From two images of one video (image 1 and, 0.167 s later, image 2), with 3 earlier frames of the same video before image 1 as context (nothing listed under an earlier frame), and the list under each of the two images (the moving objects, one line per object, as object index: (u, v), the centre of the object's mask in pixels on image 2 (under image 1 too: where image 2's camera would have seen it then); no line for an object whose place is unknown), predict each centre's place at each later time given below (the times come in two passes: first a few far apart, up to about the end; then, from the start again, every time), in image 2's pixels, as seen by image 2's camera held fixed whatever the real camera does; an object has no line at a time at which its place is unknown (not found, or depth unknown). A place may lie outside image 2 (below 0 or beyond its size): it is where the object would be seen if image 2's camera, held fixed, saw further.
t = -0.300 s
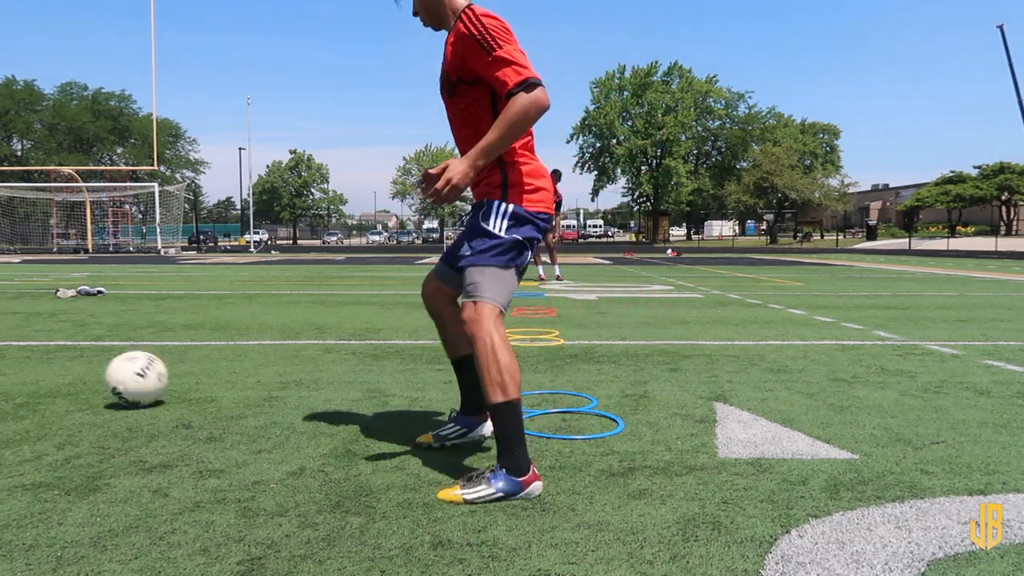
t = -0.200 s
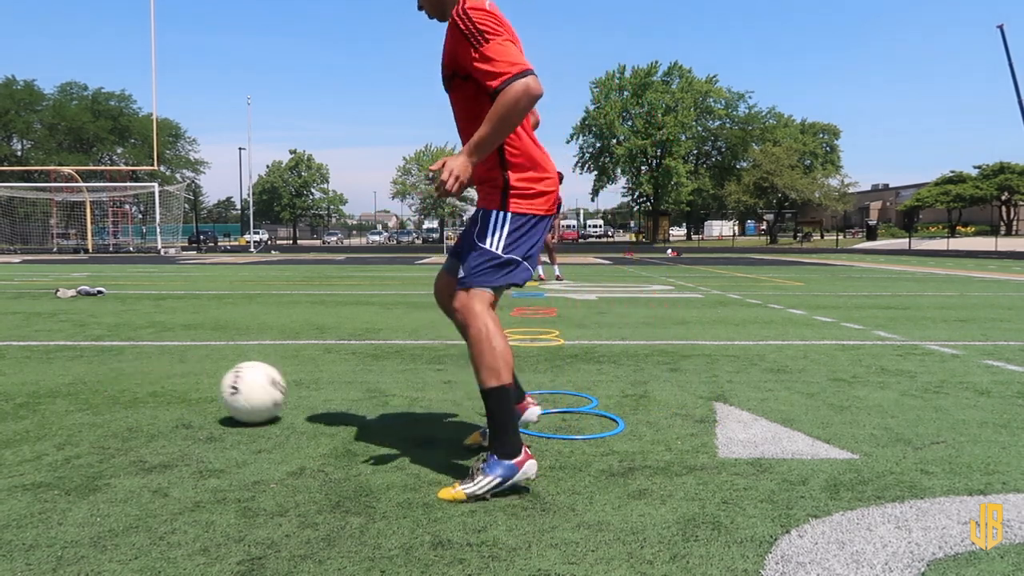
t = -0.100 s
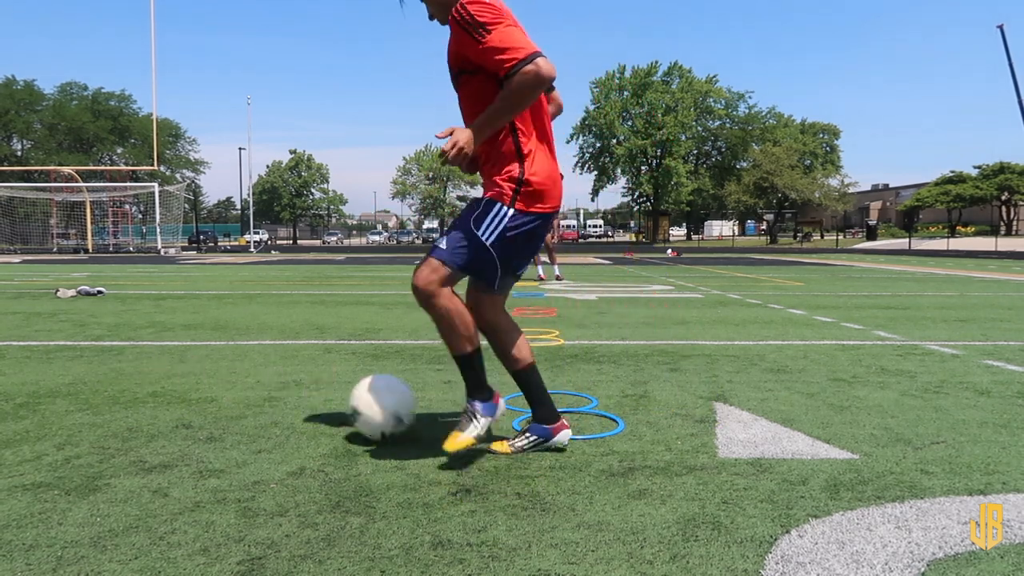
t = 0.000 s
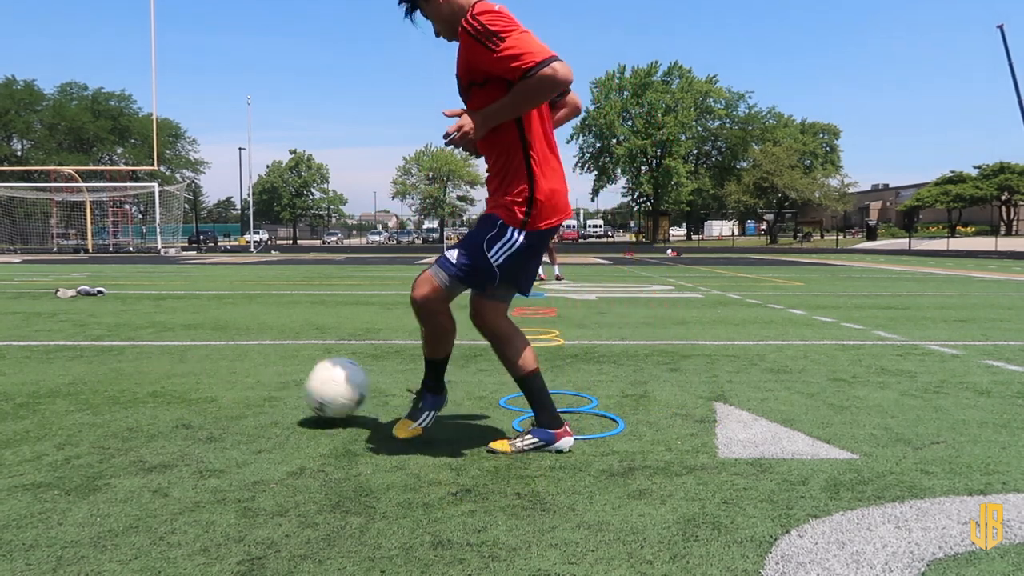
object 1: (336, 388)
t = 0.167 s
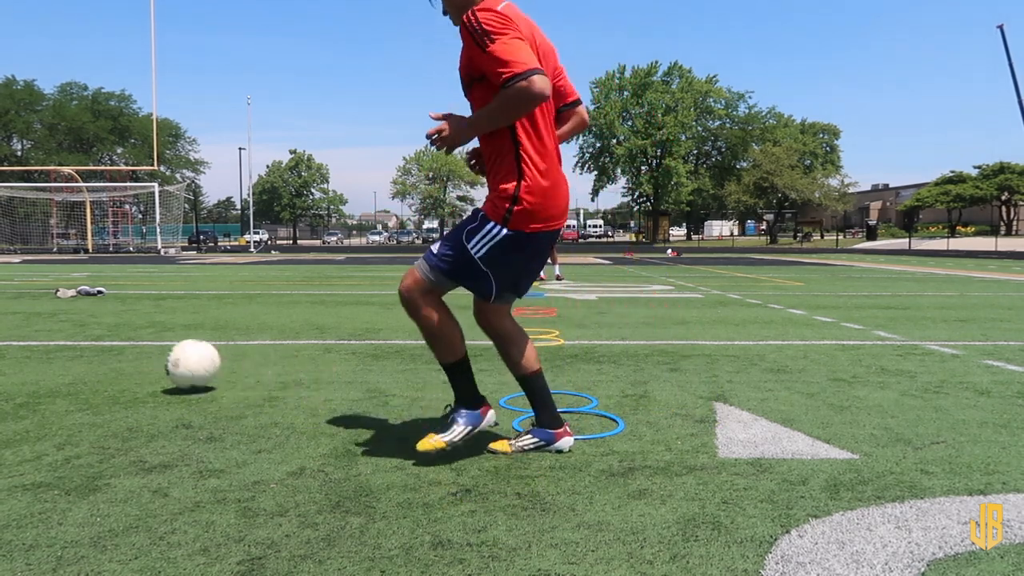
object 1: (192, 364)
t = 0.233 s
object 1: (155, 354)
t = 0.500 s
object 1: (64, 339)
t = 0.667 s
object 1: (30, 328)
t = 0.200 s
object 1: (173, 358)
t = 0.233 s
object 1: (155, 354)
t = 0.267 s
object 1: (139, 352)
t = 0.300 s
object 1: (123, 353)
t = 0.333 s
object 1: (111, 349)
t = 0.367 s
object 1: (101, 344)
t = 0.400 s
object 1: (91, 340)
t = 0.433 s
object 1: (81, 339)
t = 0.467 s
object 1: (73, 340)
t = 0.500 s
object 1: (64, 339)
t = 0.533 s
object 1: (57, 335)
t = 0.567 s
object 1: (50, 333)
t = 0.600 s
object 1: (42, 333)
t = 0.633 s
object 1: (35, 330)
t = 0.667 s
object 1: (30, 328)
